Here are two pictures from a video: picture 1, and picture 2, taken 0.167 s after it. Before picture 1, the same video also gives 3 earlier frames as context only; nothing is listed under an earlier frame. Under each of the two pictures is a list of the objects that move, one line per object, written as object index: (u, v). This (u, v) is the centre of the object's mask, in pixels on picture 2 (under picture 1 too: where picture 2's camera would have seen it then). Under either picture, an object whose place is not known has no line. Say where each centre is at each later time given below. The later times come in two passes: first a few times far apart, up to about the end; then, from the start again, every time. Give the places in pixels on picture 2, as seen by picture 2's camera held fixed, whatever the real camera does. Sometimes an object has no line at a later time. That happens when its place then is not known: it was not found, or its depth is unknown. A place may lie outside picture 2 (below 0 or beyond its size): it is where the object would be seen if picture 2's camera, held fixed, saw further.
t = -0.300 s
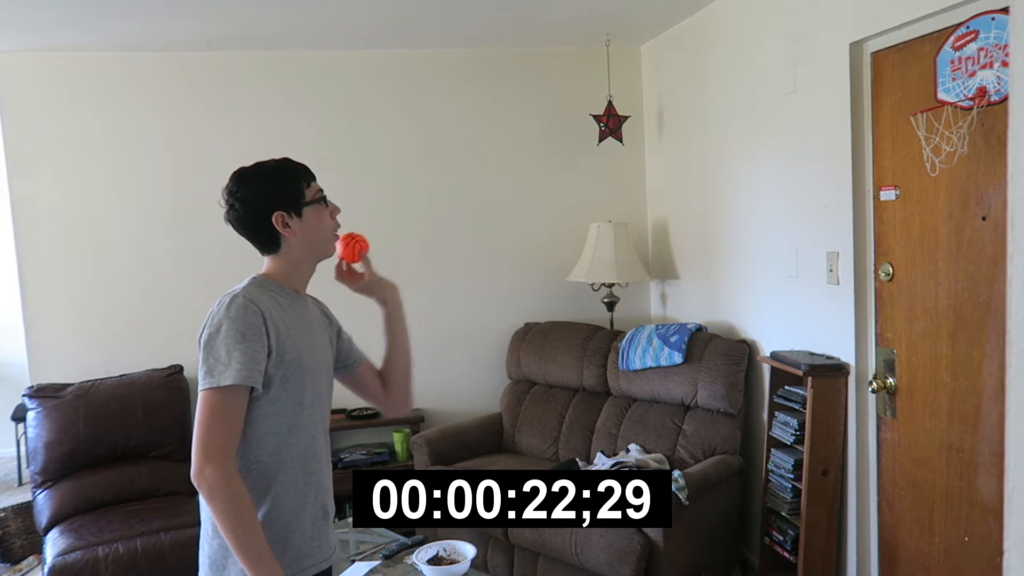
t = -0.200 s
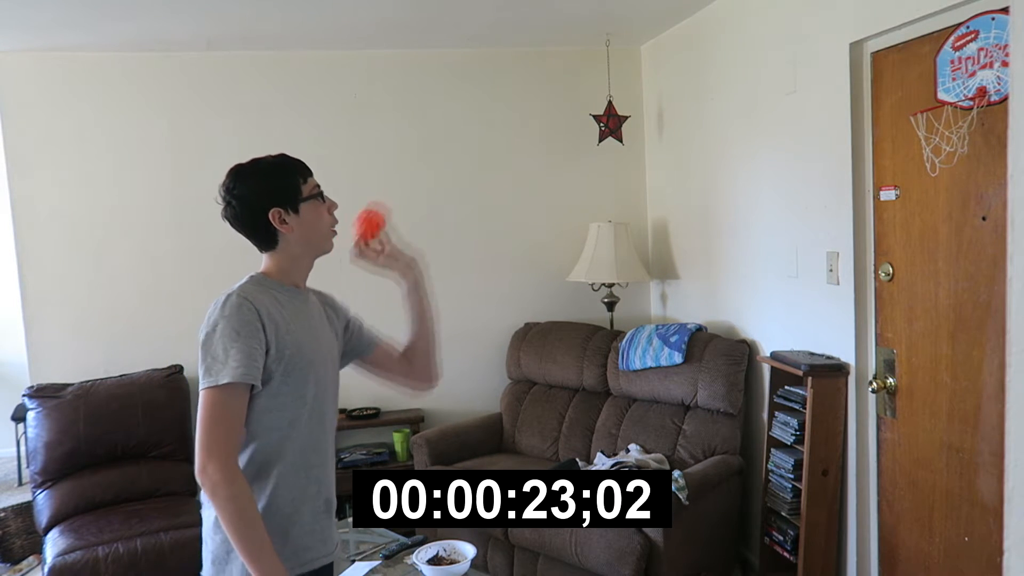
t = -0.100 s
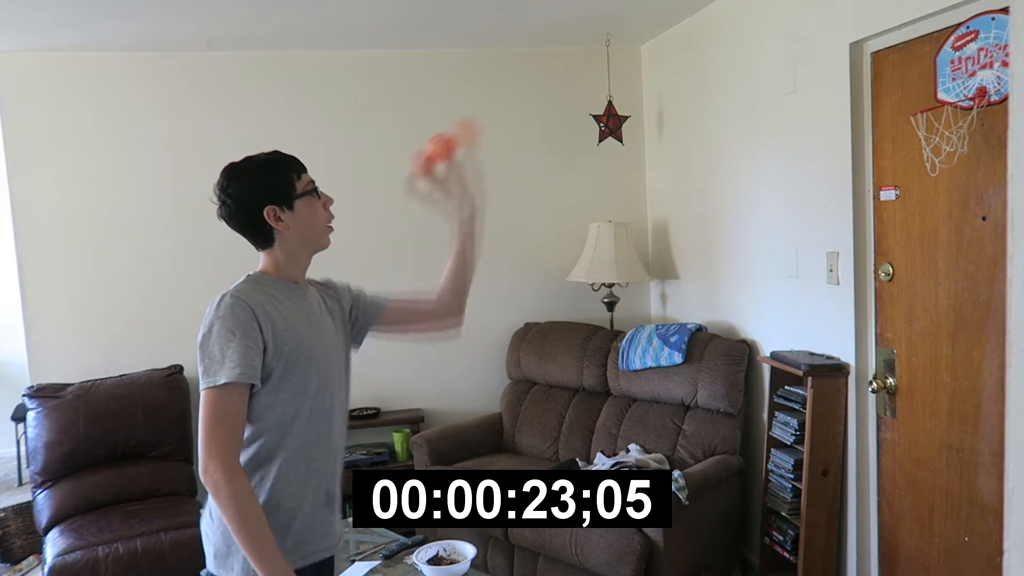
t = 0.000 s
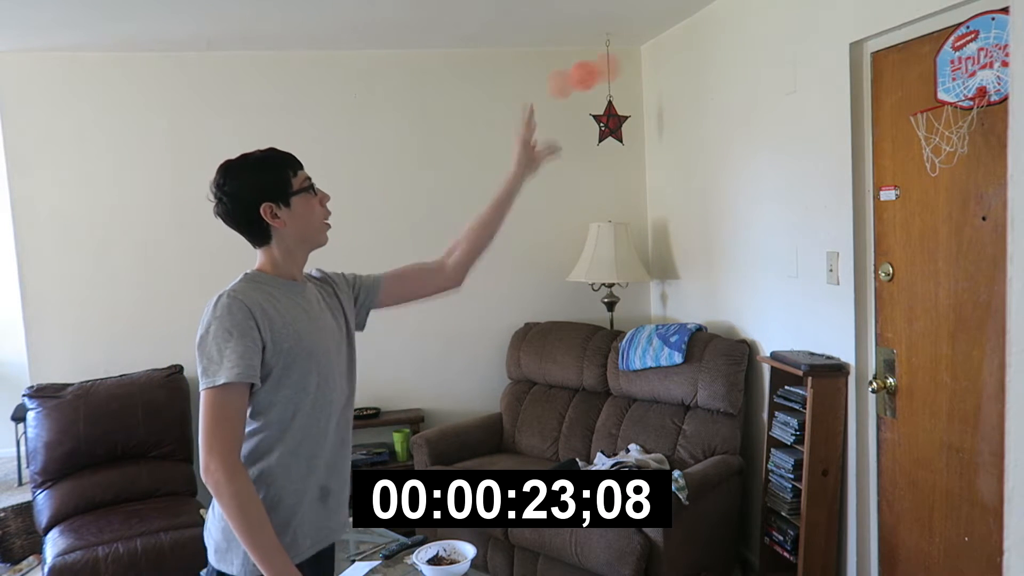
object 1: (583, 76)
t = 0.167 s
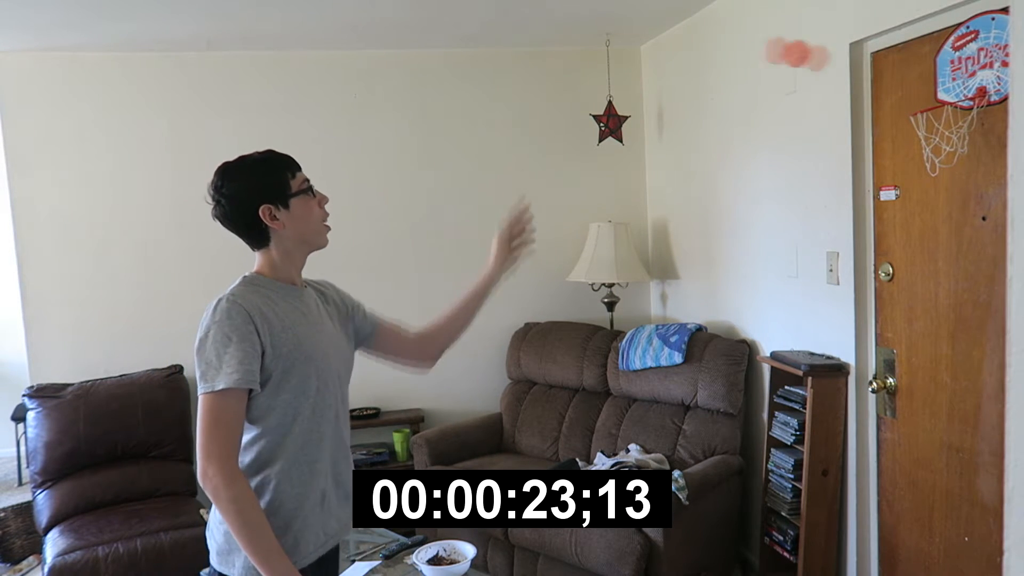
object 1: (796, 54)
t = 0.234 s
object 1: (871, 76)
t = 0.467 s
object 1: (915, 56)
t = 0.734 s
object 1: (886, 175)
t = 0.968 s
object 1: (858, 460)
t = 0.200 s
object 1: (834, 63)
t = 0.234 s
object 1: (871, 76)
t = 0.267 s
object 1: (907, 94)
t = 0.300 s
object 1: (933, 105)
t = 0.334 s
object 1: (932, 92)
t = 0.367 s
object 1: (927, 77)
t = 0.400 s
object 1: (924, 67)
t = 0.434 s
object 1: (920, 59)
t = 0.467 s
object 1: (915, 56)
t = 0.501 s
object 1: (912, 56)
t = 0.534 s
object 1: (909, 62)
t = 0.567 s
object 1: (906, 71)
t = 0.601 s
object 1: (902, 86)
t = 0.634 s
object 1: (899, 103)
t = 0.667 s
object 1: (896, 122)
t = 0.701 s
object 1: (891, 146)
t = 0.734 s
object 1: (886, 175)
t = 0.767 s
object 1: (882, 211)
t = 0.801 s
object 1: (877, 241)
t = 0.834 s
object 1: (873, 276)
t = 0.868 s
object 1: (867, 315)
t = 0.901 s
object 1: (865, 356)
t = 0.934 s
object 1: (862, 416)
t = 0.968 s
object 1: (858, 460)
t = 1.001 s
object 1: (853, 511)
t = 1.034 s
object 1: (849, 554)
